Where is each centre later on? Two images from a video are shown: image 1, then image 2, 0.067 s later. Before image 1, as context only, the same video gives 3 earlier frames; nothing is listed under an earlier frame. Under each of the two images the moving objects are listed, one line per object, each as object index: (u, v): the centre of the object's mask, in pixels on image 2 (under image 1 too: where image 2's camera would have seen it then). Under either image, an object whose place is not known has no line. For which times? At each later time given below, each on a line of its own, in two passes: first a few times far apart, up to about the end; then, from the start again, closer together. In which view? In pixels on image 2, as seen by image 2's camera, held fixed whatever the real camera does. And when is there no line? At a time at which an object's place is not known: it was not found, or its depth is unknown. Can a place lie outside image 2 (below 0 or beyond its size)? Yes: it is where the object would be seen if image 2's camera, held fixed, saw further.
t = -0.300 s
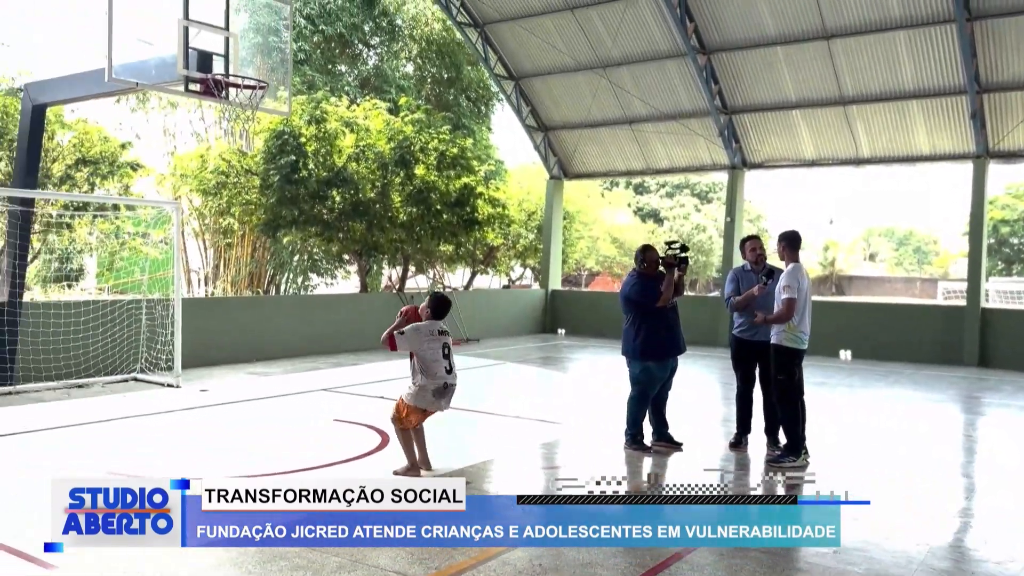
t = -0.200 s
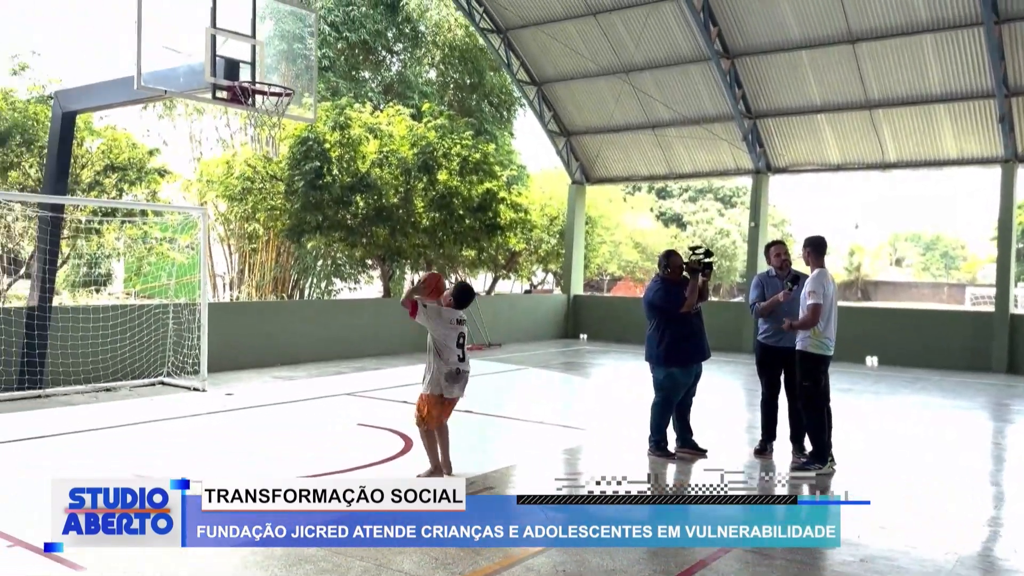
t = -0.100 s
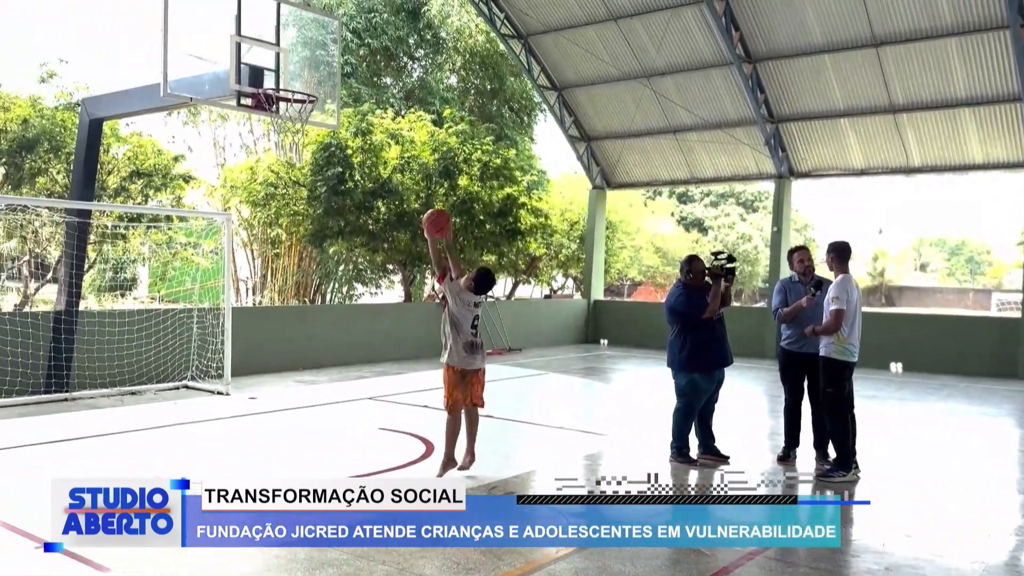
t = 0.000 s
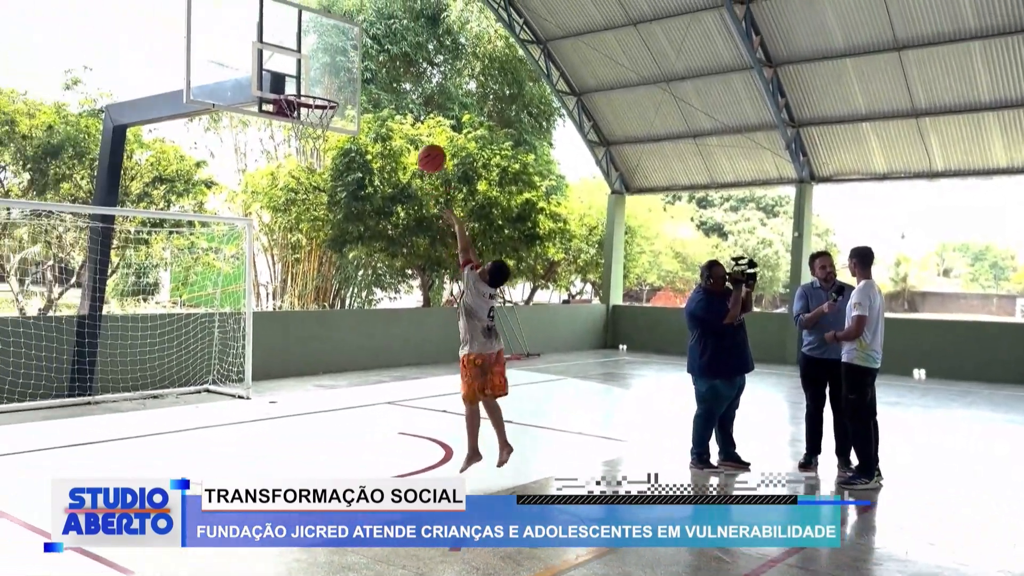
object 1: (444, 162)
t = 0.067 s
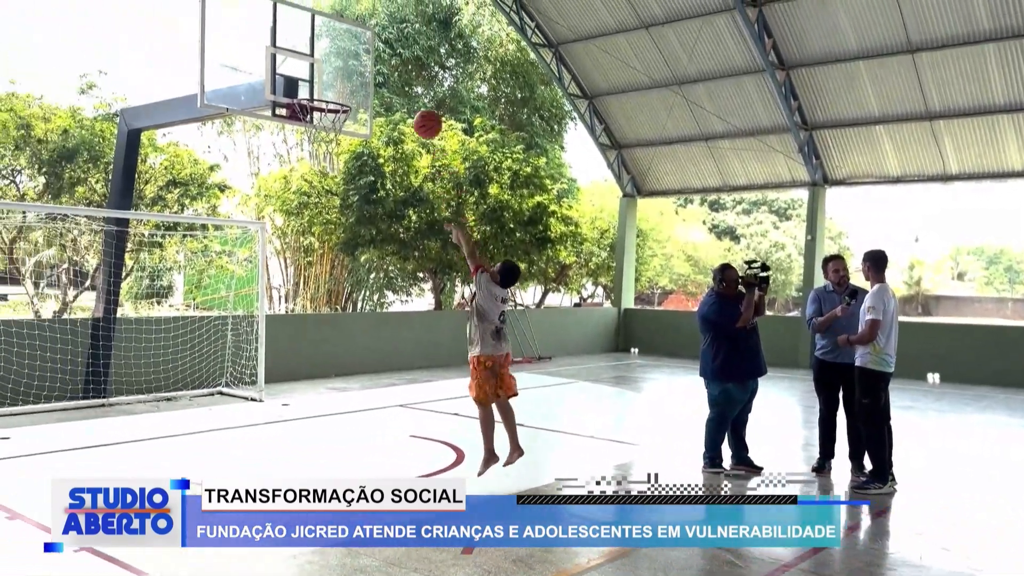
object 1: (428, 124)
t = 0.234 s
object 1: (387, 58)
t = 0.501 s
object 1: (328, 28)
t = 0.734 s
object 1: (311, 58)
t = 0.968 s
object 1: (331, 97)
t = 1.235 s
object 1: (302, 121)
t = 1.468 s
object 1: (307, 155)
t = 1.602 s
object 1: (311, 202)
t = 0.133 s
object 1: (411, 93)
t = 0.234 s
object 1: (387, 58)
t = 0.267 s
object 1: (380, 50)
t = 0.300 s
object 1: (372, 42)
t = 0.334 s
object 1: (365, 37)
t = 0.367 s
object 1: (358, 32)
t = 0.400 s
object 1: (350, 29)
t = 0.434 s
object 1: (343, 27)
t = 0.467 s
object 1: (336, 27)
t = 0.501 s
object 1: (328, 28)
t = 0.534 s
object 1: (321, 30)
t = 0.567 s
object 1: (314, 33)
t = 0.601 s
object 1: (307, 38)
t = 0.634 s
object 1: (301, 44)
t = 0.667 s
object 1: (304, 47)
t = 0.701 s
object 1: (307, 52)
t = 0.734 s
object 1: (311, 58)
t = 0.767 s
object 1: (315, 65)
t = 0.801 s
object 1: (319, 73)
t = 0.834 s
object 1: (323, 83)
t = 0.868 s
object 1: (327, 94)
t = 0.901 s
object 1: (329, 96)
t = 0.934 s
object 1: (330, 96)
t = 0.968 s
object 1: (331, 97)
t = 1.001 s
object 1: (332, 101)
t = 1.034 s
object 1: (331, 104)
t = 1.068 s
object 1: (327, 104)
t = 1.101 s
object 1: (322, 106)
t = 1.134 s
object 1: (316, 109)
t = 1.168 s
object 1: (310, 112)
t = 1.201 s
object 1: (306, 116)
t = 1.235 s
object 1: (302, 121)
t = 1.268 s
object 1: (301, 123)
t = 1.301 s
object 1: (300, 126)
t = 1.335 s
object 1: (300, 125)
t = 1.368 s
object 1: (303, 135)
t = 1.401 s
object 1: (304, 141)
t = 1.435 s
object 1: (305, 148)
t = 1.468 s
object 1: (307, 155)
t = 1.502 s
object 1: (308, 165)
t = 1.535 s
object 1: (310, 176)
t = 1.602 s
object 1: (311, 202)
